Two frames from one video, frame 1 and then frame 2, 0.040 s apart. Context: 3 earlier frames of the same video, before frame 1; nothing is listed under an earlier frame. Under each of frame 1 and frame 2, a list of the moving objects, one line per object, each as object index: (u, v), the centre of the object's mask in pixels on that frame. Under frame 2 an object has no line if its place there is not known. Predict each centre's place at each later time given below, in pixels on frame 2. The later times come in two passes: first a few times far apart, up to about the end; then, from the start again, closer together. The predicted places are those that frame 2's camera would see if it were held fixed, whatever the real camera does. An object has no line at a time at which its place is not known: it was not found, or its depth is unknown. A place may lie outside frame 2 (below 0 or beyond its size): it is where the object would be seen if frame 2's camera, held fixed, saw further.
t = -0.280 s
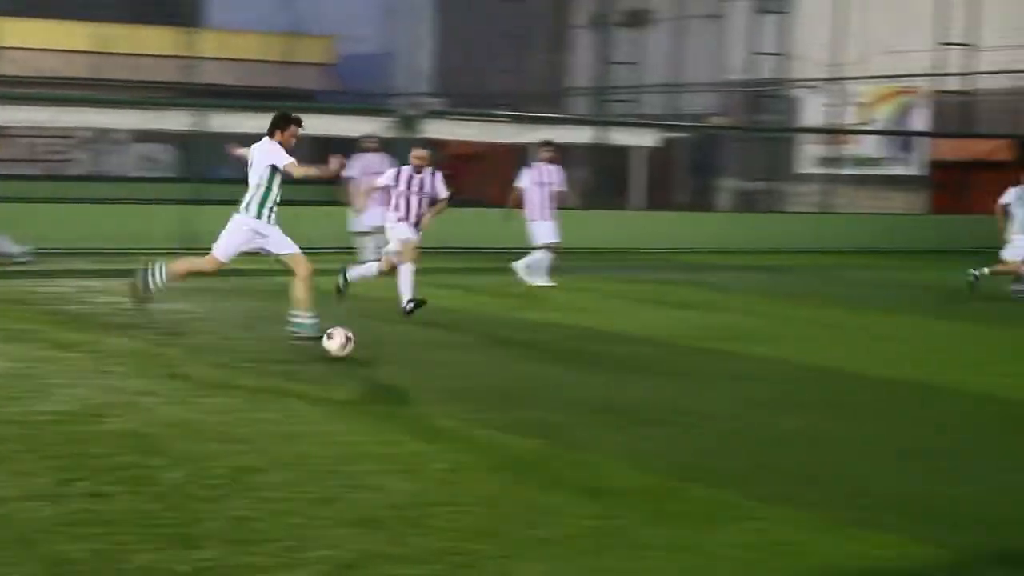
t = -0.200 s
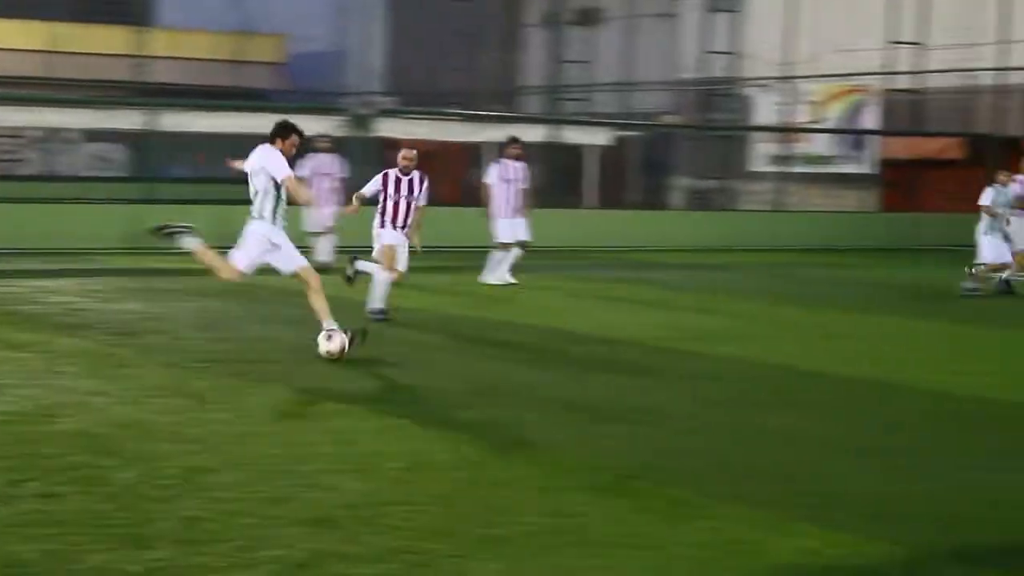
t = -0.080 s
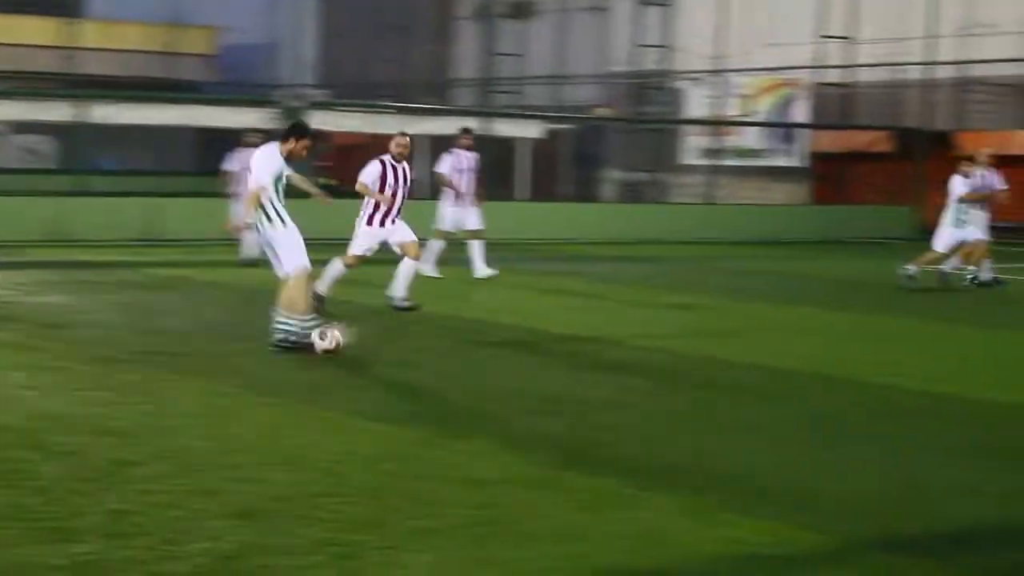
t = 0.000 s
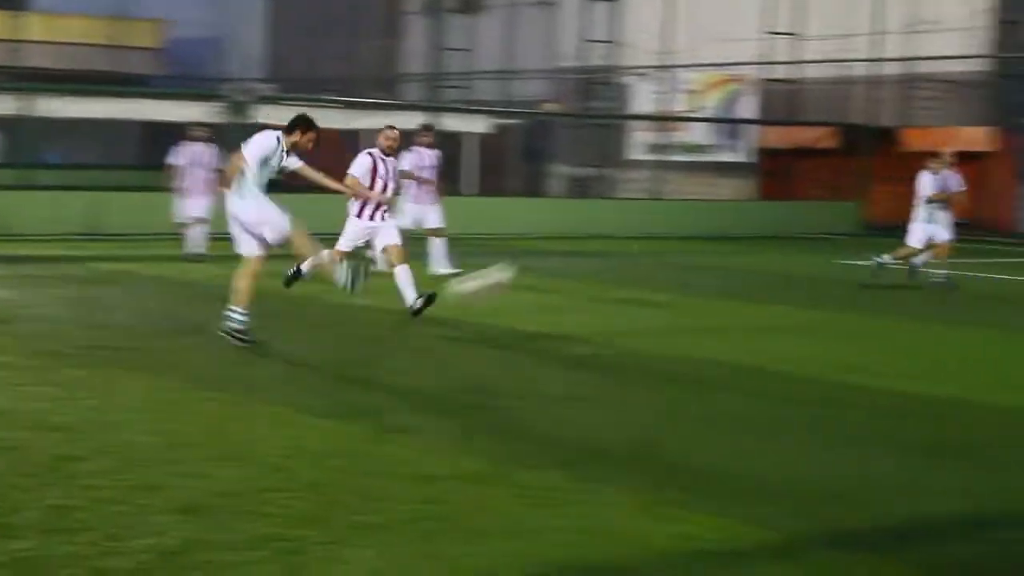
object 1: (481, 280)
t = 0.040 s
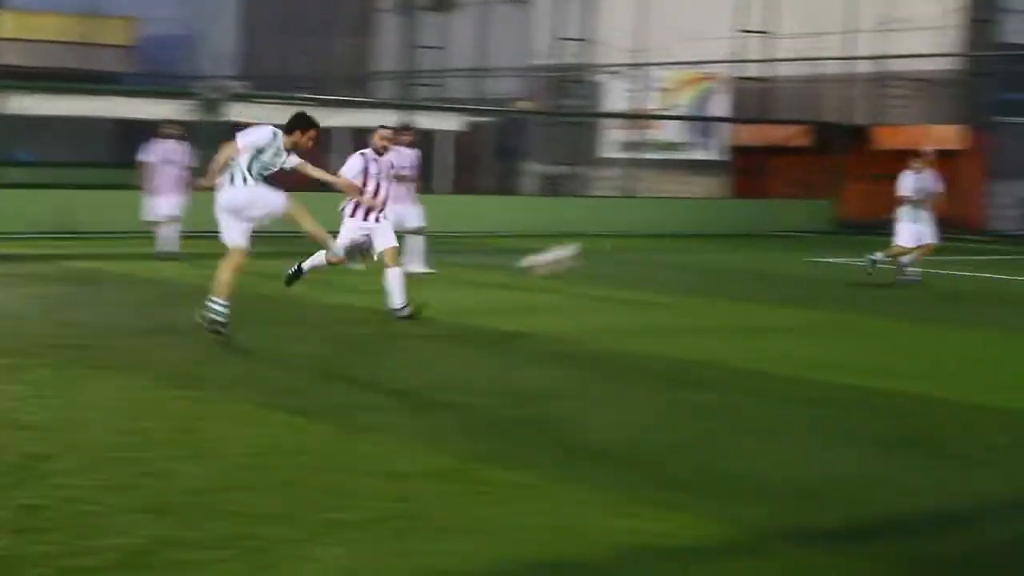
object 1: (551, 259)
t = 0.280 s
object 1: (962, 194)
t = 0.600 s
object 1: (1258, 206)
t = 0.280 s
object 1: (962, 194)
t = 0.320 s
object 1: (1014, 191)
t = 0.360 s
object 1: (1059, 190)
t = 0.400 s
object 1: (1100, 190)
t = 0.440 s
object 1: (1138, 191)
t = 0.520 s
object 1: (1204, 197)
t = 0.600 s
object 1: (1258, 206)
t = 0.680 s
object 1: (1304, 220)
